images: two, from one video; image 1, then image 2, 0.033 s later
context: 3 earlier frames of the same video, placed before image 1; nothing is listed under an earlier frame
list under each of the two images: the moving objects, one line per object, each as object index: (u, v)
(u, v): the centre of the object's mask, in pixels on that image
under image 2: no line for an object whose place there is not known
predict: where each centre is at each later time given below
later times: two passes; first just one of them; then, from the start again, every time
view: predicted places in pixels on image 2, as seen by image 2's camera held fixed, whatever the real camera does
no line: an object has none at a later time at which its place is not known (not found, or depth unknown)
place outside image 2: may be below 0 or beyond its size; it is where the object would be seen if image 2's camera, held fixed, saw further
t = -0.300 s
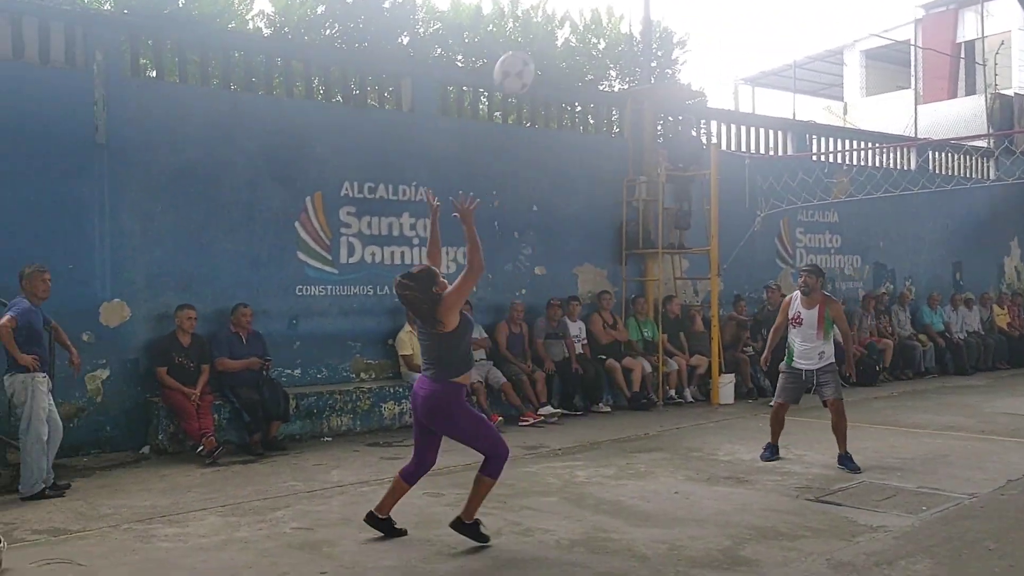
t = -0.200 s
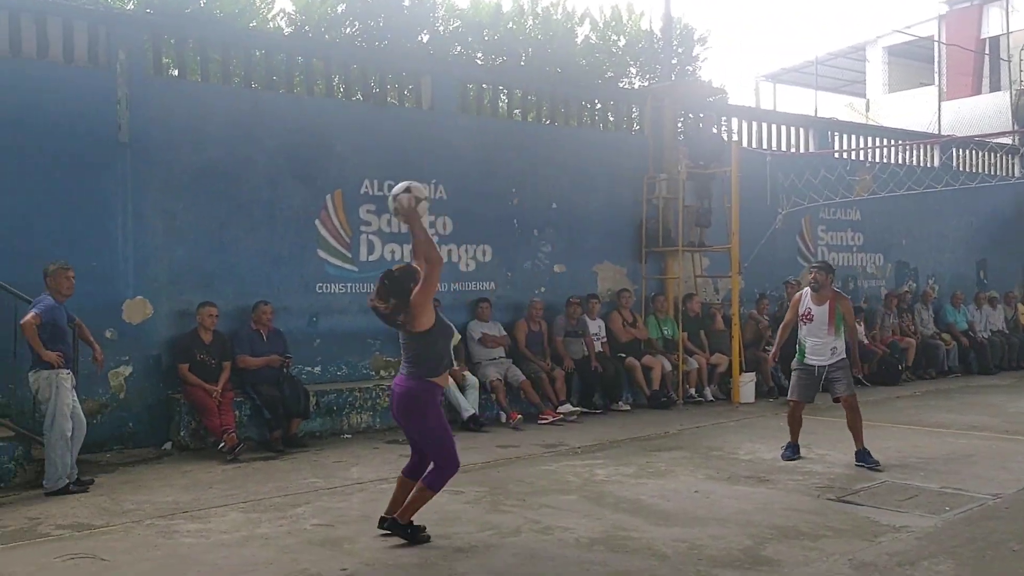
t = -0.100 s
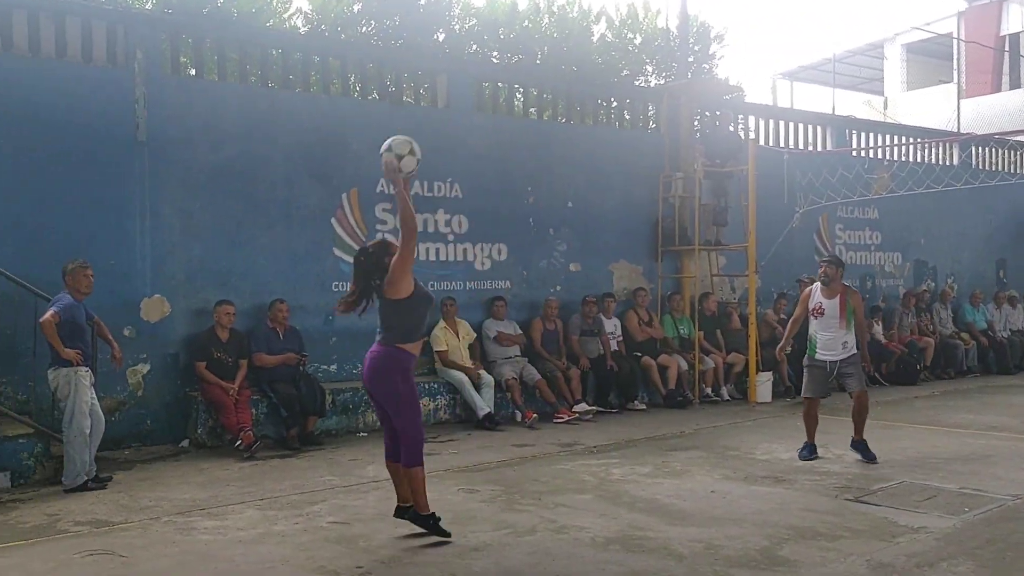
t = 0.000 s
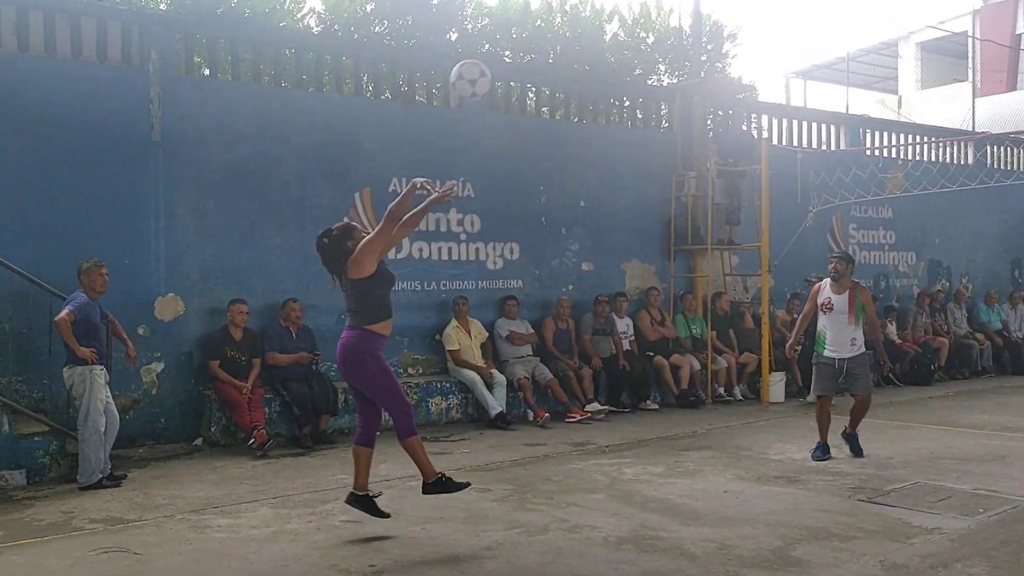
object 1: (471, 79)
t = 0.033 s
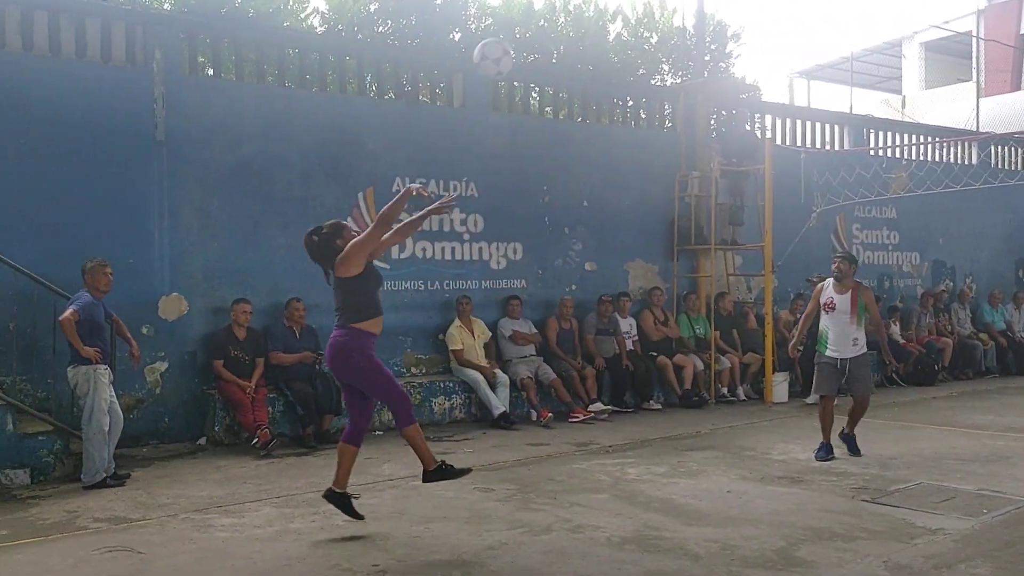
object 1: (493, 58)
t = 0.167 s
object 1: (571, 7)
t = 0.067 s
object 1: (513, 39)
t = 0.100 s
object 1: (532, 22)
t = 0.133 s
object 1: (550, 13)
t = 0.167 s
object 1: (571, 7)
